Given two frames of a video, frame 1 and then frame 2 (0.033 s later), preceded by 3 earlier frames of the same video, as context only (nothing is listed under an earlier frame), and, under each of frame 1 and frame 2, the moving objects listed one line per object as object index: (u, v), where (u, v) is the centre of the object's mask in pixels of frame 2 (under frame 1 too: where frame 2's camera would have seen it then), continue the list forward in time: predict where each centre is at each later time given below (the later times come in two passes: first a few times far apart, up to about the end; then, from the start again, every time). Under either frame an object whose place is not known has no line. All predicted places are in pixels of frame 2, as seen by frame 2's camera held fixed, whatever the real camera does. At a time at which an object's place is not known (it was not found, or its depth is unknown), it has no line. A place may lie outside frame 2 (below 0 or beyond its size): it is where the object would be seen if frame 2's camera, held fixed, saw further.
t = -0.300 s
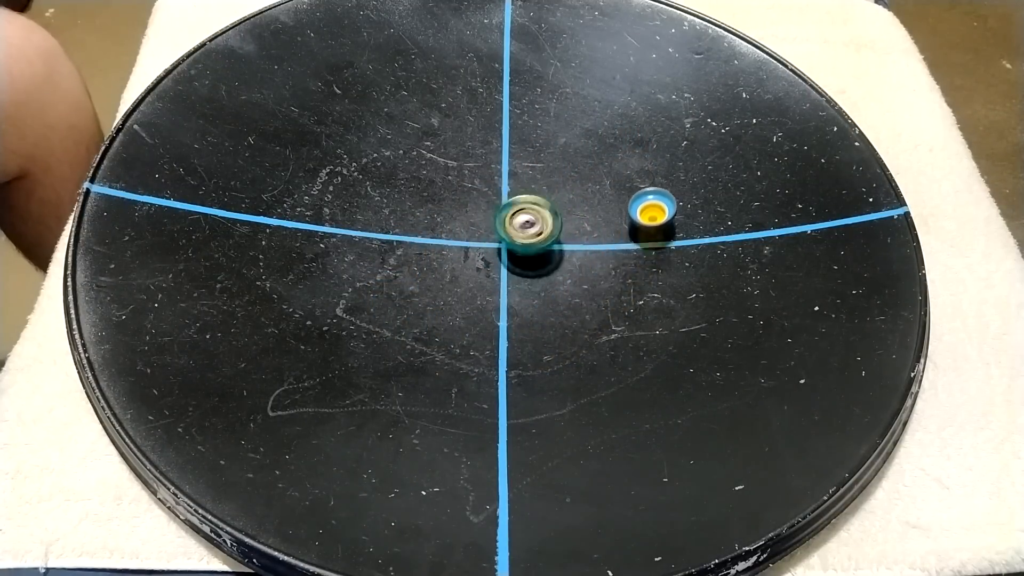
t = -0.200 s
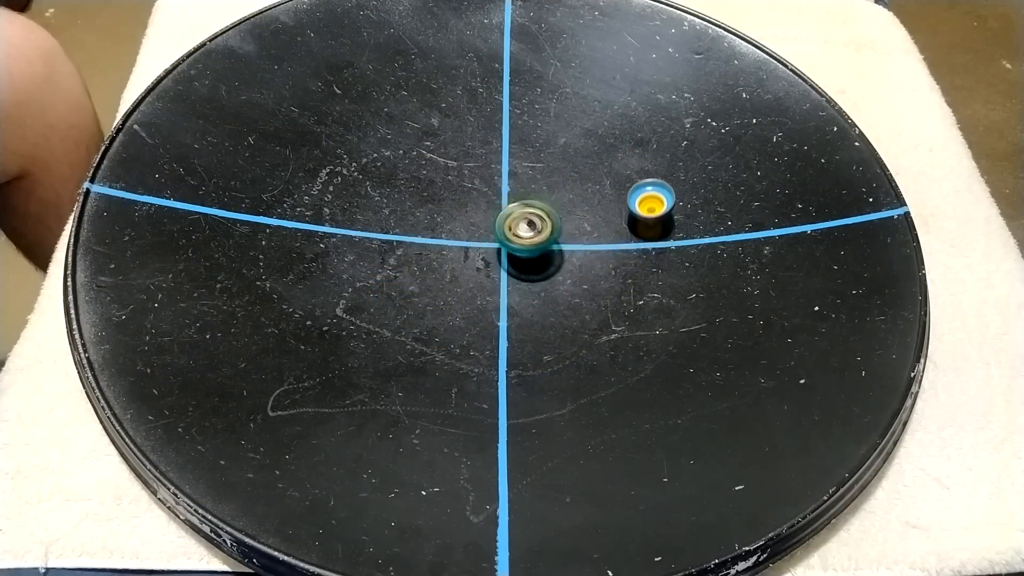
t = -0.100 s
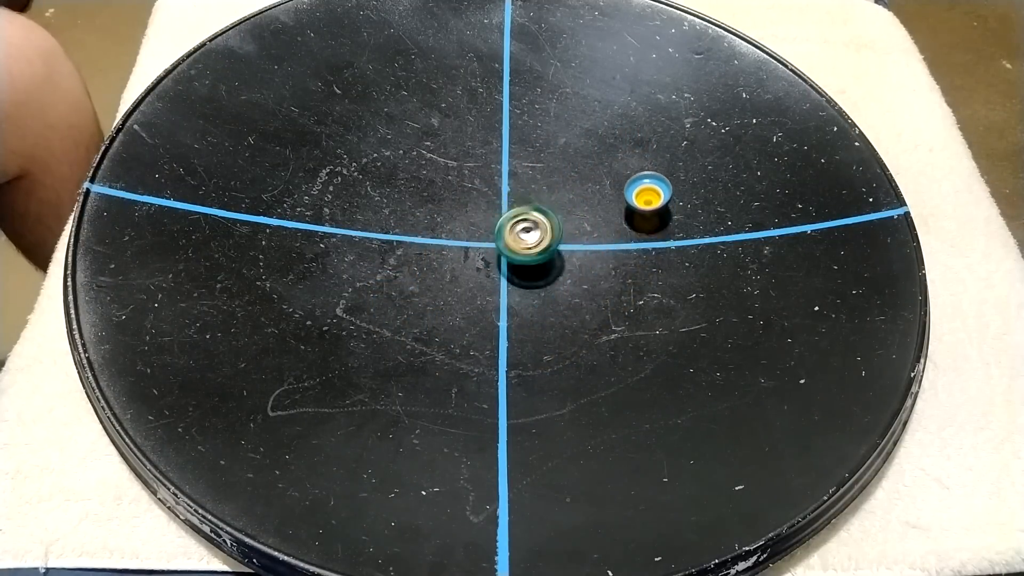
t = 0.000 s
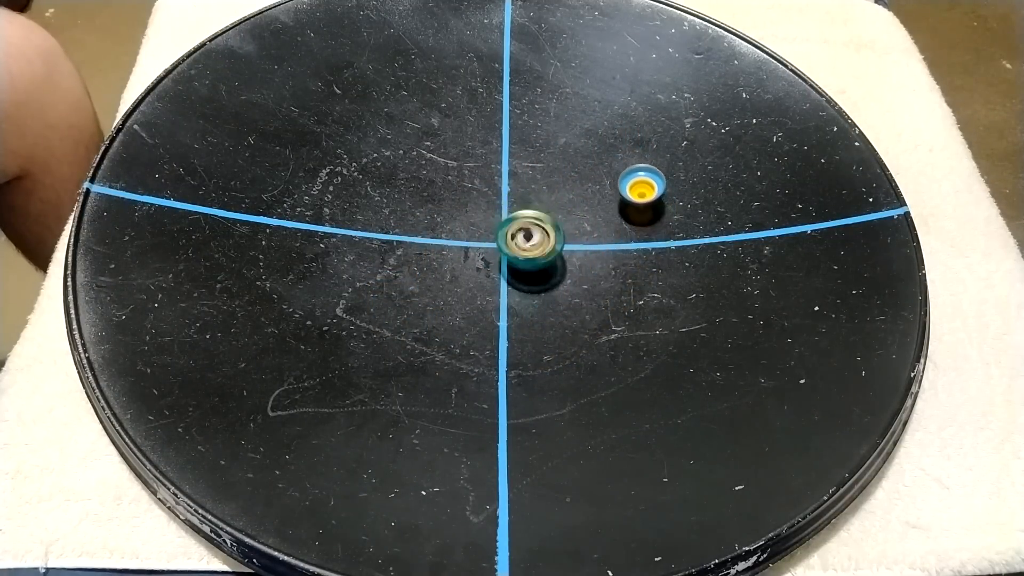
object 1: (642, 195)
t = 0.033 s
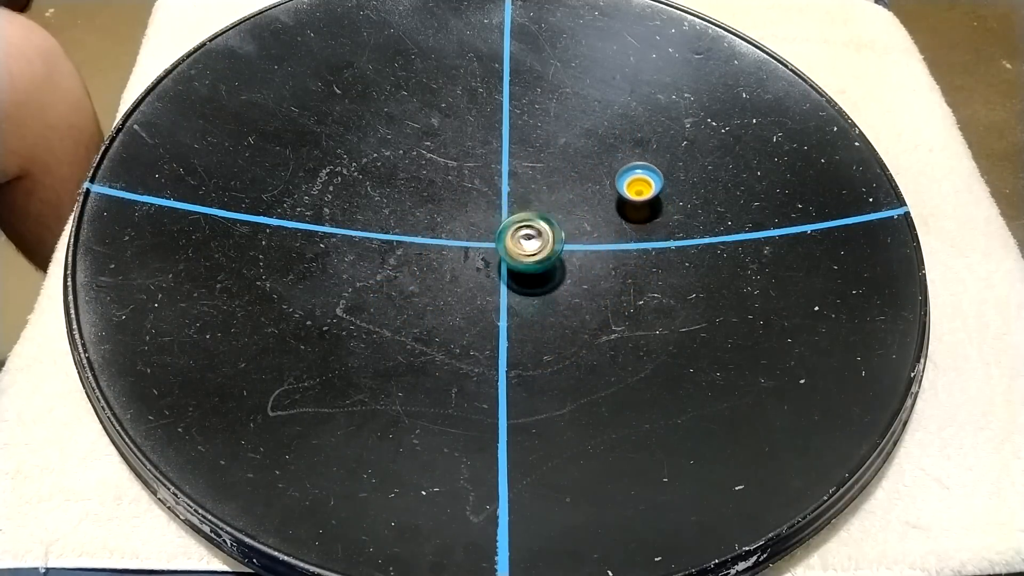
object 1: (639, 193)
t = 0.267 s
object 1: (618, 176)
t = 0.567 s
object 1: (586, 168)
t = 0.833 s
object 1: (552, 171)
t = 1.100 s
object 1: (502, 181)
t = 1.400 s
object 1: (468, 195)
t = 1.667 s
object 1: (447, 221)
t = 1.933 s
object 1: (437, 249)
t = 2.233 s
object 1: (437, 284)
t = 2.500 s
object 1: (449, 311)
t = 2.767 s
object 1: (474, 332)
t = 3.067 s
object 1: (512, 342)
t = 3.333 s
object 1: (549, 335)
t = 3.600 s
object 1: (581, 315)
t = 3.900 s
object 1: (605, 282)
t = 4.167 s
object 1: (615, 250)
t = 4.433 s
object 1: (615, 220)
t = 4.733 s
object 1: (607, 193)
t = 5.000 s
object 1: (589, 176)
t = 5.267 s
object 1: (564, 164)
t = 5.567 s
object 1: (531, 167)
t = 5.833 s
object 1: (506, 181)
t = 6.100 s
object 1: (478, 202)
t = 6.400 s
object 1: (462, 239)
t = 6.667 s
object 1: (457, 269)
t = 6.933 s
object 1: (461, 297)
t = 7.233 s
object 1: (478, 320)
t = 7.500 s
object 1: (506, 331)
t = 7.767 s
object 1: (538, 330)
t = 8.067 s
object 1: (573, 312)
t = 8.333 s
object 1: (595, 286)
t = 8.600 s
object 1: (607, 259)
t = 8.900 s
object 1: (618, 239)
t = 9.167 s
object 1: (620, 228)
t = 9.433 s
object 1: (607, 228)
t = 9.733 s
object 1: (583, 241)
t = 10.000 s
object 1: (556, 254)
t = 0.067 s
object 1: (636, 190)
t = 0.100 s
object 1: (633, 188)
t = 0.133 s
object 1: (630, 186)
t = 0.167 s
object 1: (627, 183)
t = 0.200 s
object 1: (624, 181)
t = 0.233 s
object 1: (621, 178)
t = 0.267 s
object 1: (618, 176)
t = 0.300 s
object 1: (615, 174)
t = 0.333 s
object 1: (613, 173)
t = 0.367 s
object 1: (610, 173)
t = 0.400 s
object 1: (607, 172)
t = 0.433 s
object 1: (603, 171)
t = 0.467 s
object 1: (599, 170)
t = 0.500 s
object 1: (595, 169)
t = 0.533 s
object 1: (591, 169)
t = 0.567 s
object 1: (586, 168)
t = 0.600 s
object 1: (582, 168)
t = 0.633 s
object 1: (578, 168)
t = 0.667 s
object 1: (574, 168)
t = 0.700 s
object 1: (569, 168)
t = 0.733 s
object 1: (565, 169)
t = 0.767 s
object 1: (560, 170)
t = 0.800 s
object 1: (556, 170)
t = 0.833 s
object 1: (552, 171)
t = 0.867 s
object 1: (546, 172)
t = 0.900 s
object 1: (539, 172)
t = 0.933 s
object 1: (532, 174)
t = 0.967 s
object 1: (526, 176)
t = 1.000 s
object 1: (518, 177)
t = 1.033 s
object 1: (511, 178)
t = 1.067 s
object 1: (506, 179)
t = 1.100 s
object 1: (502, 181)
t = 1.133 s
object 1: (497, 182)
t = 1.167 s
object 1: (493, 182)
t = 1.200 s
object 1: (489, 183)
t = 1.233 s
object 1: (485, 184)
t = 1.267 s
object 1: (481, 186)
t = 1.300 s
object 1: (478, 188)
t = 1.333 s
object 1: (474, 190)
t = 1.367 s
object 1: (471, 192)
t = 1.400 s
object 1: (468, 195)
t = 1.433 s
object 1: (465, 198)
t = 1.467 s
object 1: (462, 201)
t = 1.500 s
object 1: (459, 204)
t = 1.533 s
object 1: (457, 207)
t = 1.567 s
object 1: (454, 210)
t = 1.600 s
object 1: (452, 212)
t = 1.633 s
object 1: (449, 217)
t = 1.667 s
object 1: (447, 221)
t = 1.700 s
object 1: (446, 224)
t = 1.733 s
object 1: (444, 228)
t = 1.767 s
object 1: (443, 231)
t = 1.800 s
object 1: (441, 234)
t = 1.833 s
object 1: (440, 238)
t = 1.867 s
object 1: (438, 242)
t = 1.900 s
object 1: (438, 246)
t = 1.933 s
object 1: (437, 249)
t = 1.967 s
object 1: (436, 253)
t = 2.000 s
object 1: (436, 257)
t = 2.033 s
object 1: (436, 261)
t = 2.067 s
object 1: (435, 265)
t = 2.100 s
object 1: (435, 269)
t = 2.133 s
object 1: (435, 273)
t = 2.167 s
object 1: (436, 276)
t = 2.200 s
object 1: (436, 280)
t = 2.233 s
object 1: (437, 284)
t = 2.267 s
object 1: (438, 287)
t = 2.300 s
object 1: (439, 290)
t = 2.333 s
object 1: (440, 294)
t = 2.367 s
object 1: (442, 297)
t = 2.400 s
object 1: (443, 301)
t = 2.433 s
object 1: (445, 305)
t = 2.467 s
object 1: (447, 308)
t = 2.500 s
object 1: (449, 311)
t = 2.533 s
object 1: (452, 314)
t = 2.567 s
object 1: (455, 317)
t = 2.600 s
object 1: (457, 320)
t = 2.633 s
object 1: (461, 323)
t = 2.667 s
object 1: (464, 325)
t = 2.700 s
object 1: (467, 328)
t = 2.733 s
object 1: (471, 330)
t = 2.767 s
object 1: (474, 332)
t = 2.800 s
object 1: (477, 334)
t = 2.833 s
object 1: (480, 336)
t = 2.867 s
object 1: (485, 338)
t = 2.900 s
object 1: (489, 339)
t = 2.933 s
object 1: (493, 340)
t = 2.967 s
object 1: (498, 341)
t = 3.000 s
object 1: (502, 342)
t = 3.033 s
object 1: (507, 343)
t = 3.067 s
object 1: (512, 342)
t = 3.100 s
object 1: (516, 342)
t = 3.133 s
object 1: (522, 341)
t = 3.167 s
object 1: (527, 341)
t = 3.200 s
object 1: (531, 341)
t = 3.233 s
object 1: (535, 340)
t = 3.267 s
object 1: (540, 338)
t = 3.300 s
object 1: (545, 336)
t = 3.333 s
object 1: (549, 335)
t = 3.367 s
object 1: (554, 333)
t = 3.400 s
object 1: (558, 331)
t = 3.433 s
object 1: (562, 329)
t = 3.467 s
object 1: (566, 327)
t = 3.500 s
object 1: (570, 324)
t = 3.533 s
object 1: (573, 321)
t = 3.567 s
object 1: (577, 318)
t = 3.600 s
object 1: (581, 315)
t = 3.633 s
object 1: (584, 311)
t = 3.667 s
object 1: (587, 308)
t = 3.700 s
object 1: (590, 304)
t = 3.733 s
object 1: (593, 301)
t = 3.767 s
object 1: (596, 298)
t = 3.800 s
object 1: (598, 294)
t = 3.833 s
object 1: (601, 289)
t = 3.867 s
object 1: (603, 286)
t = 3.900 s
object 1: (605, 282)
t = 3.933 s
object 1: (607, 279)
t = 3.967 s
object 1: (609, 275)
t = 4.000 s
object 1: (610, 270)
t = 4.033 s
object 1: (611, 266)
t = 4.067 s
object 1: (612, 262)
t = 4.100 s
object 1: (613, 257)
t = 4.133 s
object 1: (614, 254)
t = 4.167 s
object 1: (615, 250)
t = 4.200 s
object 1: (615, 246)
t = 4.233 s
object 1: (616, 242)
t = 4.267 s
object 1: (616, 238)
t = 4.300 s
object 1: (616, 234)
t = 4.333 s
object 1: (616, 230)
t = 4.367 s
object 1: (616, 227)
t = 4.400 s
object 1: (615, 223)
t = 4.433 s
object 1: (615, 220)
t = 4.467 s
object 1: (615, 216)
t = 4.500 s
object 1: (614, 213)
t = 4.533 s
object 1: (614, 209)
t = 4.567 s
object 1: (613, 206)
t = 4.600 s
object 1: (612, 203)
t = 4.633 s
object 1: (611, 200)
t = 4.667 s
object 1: (610, 197)
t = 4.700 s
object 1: (608, 195)
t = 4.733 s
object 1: (607, 193)
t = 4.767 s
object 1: (605, 191)
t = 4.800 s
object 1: (604, 189)
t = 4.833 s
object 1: (601, 187)
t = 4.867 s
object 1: (599, 184)
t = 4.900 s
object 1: (597, 183)
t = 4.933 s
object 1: (595, 180)
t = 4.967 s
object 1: (592, 178)
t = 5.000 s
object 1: (589, 176)
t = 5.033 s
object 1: (586, 174)
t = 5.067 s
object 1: (583, 172)
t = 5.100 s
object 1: (580, 170)
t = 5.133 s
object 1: (577, 169)
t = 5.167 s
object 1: (574, 168)
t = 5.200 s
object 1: (571, 166)
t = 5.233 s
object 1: (567, 165)
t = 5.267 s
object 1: (564, 164)
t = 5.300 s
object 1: (561, 164)
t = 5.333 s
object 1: (557, 163)
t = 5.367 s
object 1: (553, 163)
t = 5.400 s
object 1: (550, 163)
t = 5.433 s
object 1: (546, 163)
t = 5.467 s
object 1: (542, 164)
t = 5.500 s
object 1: (539, 165)
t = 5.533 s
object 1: (535, 166)
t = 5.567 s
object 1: (531, 167)
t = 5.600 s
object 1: (528, 169)
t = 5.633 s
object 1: (525, 170)
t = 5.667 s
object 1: (521, 172)
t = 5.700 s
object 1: (517, 173)
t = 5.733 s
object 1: (514, 175)
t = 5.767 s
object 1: (511, 177)
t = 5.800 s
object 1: (509, 179)
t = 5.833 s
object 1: (506, 181)
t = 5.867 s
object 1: (502, 183)
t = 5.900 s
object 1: (498, 185)
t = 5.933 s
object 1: (493, 187)
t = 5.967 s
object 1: (490, 189)
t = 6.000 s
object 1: (486, 192)
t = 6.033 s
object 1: (483, 195)
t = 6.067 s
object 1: (480, 198)
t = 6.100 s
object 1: (478, 202)
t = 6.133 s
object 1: (476, 206)
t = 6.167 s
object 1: (473, 210)
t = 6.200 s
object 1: (471, 212)
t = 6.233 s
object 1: (469, 219)
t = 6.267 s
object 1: (468, 223)
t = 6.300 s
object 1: (466, 227)
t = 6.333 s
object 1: (465, 231)
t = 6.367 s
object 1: (463, 235)
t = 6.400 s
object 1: (462, 239)
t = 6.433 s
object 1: (461, 243)
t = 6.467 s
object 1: (460, 247)
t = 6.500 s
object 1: (459, 251)
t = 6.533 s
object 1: (458, 254)
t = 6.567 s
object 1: (458, 258)
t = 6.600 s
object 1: (457, 262)
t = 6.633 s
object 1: (457, 266)
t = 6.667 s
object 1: (457, 269)
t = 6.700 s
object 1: (457, 273)
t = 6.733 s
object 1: (457, 276)
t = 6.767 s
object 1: (457, 280)
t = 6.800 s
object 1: (457, 283)
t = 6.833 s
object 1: (458, 287)
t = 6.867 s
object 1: (459, 290)
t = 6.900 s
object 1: (460, 294)
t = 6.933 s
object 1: (461, 297)
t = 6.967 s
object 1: (463, 300)
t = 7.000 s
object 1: (464, 303)
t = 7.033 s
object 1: (466, 306)
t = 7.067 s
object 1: (468, 309)
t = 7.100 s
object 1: (470, 312)
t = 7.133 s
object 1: (472, 314)
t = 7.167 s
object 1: (474, 316)
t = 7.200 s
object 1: (476, 318)
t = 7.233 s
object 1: (478, 320)
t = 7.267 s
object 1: (480, 321)
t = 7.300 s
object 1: (484, 323)
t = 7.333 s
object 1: (488, 325)
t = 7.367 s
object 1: (492, 327)
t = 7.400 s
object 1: (496, 328)
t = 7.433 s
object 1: (499, 329)
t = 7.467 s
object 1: (502, 330)
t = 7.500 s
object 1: (506, 331)
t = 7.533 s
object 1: (510, 332)
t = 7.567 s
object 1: (514, 332)
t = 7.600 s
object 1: (518, 332)
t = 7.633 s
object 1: (522, 332)
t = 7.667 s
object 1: (527, 332)
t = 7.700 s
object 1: (531, 331)
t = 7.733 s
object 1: (534, 331)
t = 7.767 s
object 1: (538, 330)
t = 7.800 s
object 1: (543, 329)
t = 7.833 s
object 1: (547, 327)
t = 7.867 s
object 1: (551, 326)
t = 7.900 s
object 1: (555, 324)
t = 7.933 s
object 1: (559, 322)
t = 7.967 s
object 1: (563, 319)
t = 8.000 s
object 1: (566, 317)
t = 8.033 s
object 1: (570, 314)
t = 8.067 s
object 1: (573, 312)
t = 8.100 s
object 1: (576, 309)
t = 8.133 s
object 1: (580, 305)
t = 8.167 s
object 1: (583, 303)
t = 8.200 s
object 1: (586, 299)
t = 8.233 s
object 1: (588, 296)
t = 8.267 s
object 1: (591, 292)
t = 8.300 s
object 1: (593, 289)
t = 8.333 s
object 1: (595, 286)
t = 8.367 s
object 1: (598, 284)
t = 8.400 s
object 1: (601, 281)
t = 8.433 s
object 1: (602, 279)
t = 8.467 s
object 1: (604, 275)
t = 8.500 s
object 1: (605, 271)
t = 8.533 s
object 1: (606, 267)
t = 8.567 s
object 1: (607, 263)
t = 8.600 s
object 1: (607, 259)
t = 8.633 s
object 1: (608, 256)
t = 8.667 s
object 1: (610, 254)
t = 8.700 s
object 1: (612, 253)
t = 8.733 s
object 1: (613, 250)
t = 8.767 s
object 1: (614, 247)
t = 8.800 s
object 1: (614, 244)
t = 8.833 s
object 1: (615, 242)
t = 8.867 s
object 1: (617, 241)
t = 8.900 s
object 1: (618, 239)
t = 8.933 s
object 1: (619, 236)
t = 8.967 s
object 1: (619, 234)
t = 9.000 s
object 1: (619, 232)
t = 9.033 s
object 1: (619, 230)
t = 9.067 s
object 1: (620, 228)
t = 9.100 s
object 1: (620, 228)
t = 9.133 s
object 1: (620, 228)
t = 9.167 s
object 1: (620, 228)
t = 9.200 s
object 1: (620, 228)
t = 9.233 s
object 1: (618, 227)
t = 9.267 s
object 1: (618, 228)
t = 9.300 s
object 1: (616, 227)
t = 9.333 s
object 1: (614, 227)
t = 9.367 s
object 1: (611, 227)
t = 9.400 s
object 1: (609, 227)
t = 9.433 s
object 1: (607, 228)
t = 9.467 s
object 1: (605, 229)
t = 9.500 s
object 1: (603, 230)
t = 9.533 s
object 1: (600, 231)
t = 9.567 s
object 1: (598, 233)
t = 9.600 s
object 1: (595, 226)
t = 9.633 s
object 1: (592, 236)
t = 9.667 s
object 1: (589, 237)
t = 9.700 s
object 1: (586, 239)
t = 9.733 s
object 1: (583, 241)
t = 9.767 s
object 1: (580, 243)
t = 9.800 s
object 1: (577, 244)
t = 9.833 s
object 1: (573, 246)
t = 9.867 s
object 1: (570, 248)
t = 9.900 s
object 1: (567, 249)
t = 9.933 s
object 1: (563, 251)
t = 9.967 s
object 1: (559, 252)
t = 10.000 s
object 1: (556, 254)
